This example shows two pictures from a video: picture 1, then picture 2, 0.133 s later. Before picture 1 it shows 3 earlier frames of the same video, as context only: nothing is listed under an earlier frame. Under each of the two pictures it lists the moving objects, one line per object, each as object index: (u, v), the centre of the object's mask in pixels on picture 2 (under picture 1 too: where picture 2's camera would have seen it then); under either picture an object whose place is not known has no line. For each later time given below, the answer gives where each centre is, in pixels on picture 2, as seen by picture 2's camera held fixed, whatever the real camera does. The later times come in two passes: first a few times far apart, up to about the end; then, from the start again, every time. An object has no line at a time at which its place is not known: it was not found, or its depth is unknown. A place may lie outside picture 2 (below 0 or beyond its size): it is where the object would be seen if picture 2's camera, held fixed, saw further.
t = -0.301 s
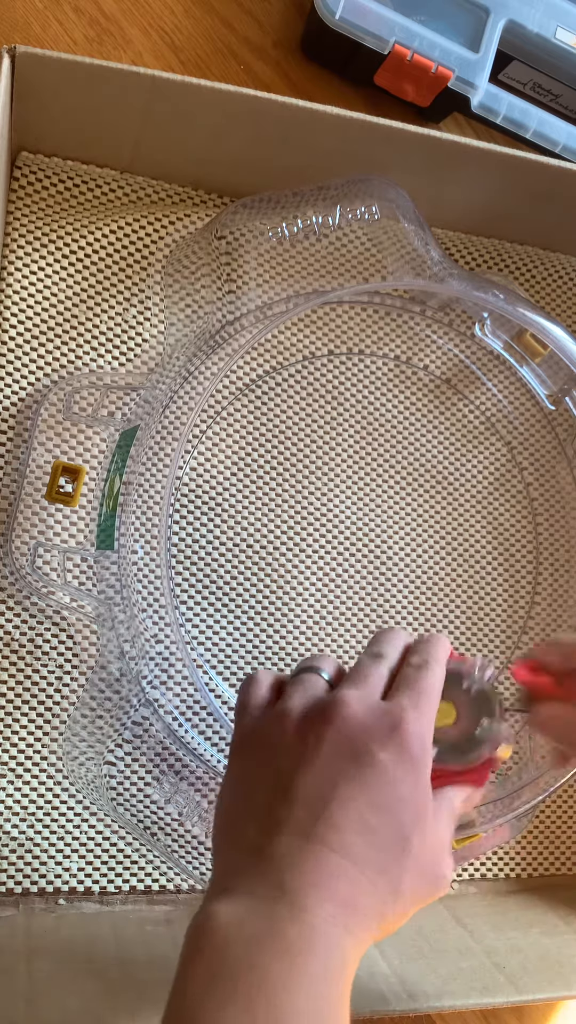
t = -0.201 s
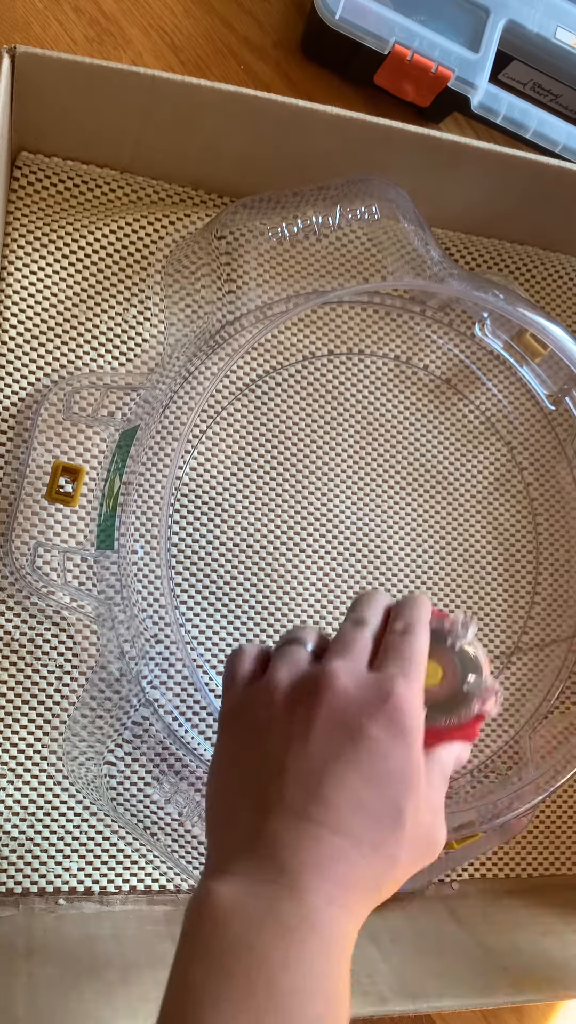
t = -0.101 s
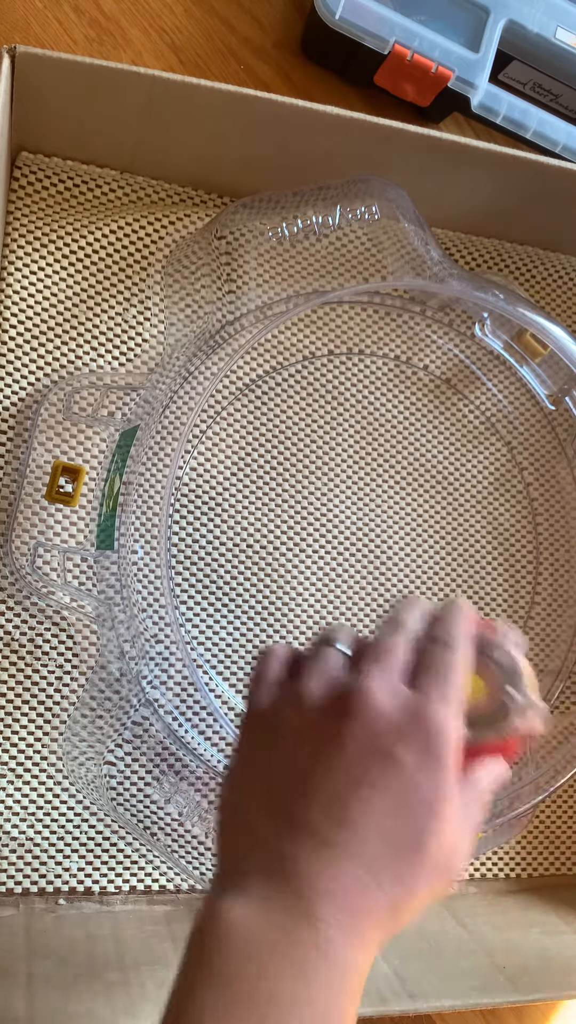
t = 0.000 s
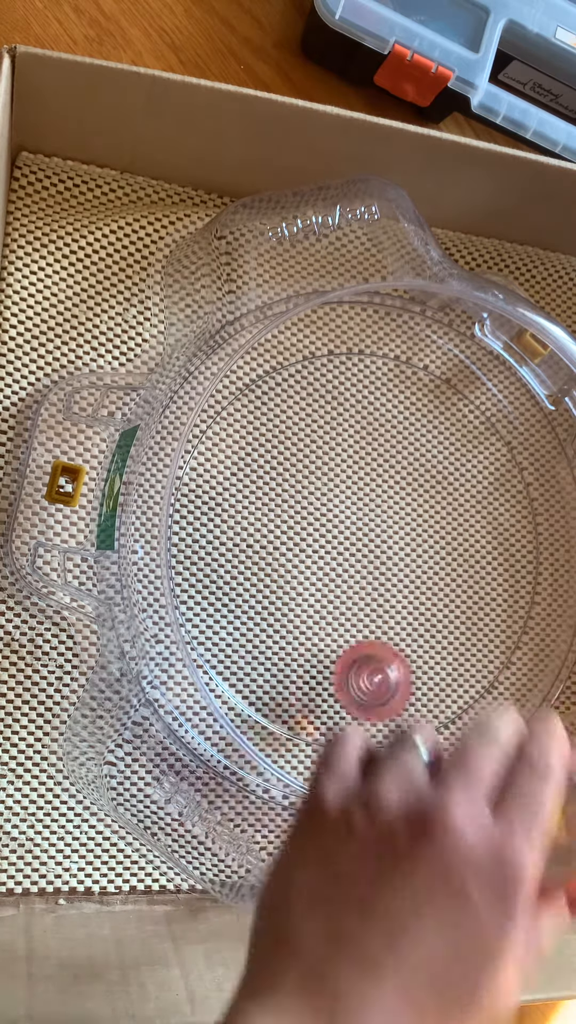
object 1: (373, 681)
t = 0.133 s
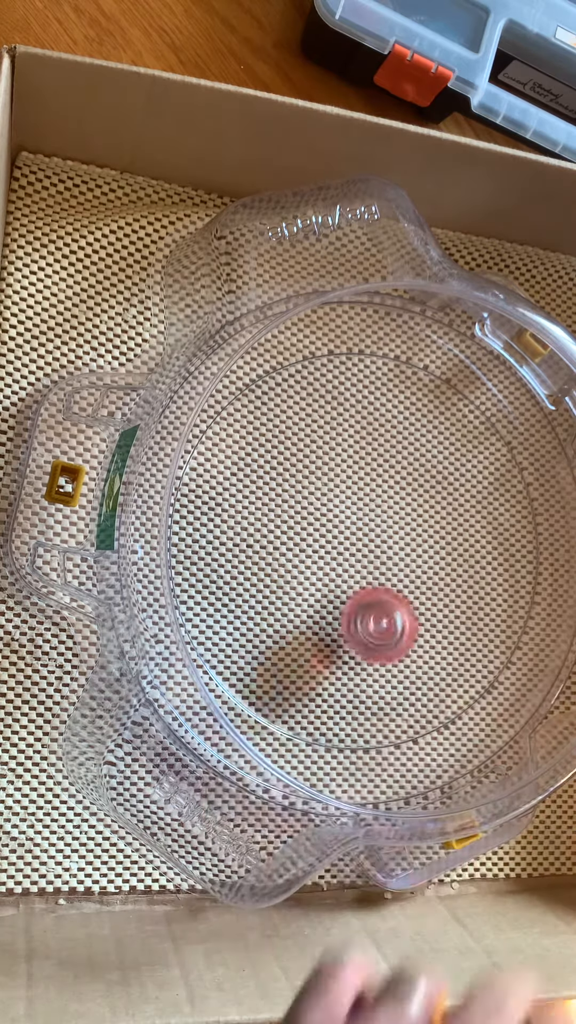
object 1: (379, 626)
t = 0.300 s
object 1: (363, 555)
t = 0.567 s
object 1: (253, 579)
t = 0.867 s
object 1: (397, 723)
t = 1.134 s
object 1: (506, 520)
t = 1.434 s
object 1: (202, 506)
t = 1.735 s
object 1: (485, 684)
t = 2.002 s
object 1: (429, 406)
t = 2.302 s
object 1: (219, 631)
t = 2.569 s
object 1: (502, 665)
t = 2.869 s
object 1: (423, 408)
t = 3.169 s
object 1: (249, 582)
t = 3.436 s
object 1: (406, 671)
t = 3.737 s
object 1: (386, 537)
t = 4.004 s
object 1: (342, 555)
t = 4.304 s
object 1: (358, 589)
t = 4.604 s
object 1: (391, 546)
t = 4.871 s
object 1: (359, 517)
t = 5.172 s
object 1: (343, 540)
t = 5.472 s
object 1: (365, 589)
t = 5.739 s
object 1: (383, 544)
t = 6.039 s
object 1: (378, 544)
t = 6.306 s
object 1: (359, 518)
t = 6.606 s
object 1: (375, 598)
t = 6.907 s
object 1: (366, 528)
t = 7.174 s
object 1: (386, 557)
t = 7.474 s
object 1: (336, 555)
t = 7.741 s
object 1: (387, 545)
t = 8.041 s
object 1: (354, 571)
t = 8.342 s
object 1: (367, 537)
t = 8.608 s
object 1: (382, 573)
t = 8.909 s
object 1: (353, 560)
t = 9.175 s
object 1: (361, 544)
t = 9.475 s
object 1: (359, 543)
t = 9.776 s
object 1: (364, 547)
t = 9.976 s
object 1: (365, 547)
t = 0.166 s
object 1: (378, 609)
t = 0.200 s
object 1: (377, 594)
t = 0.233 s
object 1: (374, 579)
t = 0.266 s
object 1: (370, 566)
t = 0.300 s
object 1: (363, 555)
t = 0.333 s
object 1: (354, 546)
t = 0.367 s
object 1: (343, 539)
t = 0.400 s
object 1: (329, 535)
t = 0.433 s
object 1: (315, 534)
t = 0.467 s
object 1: (299, 536)
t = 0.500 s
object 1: (272, 551)
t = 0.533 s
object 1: (261, 563)
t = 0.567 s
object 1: (253, 579)
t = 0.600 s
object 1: (247, 598)
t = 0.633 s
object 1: (245, 622)
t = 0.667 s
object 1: (249, 649)
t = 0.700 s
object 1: (258, 676)
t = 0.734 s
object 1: (275, 702)
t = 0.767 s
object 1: (299, 715)
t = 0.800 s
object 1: (330, 721)
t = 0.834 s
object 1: (363, 724)
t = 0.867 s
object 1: (397, 723)
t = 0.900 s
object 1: (428, 717)
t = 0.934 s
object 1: (459, 704)
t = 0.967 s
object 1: (483, 685)
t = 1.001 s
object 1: (502, 658)
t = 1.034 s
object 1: (514, 628)
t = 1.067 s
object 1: (519, 593)
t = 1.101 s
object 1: (518, 557)
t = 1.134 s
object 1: (506, 520)
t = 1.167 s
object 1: (487, 483)
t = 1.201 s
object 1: (461, 453)
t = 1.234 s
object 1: (427, 426)
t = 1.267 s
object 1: (387, 403)
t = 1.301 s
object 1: (340, 389)
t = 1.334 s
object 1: (293, 385)
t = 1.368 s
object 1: (253, 407)
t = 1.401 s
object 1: (223, 454)
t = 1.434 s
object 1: (202, 506)
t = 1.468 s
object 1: (202, 566)
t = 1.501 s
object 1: (215, 622)
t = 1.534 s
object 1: (245, 671)
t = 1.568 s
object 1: (285, 706)
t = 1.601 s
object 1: (329, 726)
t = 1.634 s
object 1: (374, 730)
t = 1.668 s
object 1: (416, 720)
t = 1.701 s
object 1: (454, 708)
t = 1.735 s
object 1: (485, 684)
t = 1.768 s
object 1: (501, 647)
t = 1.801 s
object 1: (512, 608)
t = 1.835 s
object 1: (516, 567)
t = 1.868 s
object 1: (511, 529)
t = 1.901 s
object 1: (501, 491)
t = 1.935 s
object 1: (483, 456)
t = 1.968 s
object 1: (459, 428)
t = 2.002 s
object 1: (429, 406)
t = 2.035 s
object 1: (395, 392)
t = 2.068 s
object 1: (355, 386)
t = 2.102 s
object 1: (315, 388)
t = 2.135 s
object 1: (275, 403)
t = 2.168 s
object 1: (237, 430)
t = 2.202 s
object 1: (213, 474)
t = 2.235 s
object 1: (202, 526)
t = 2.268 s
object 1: (204, 582)
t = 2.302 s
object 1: (219, 631)
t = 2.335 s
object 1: (245, 674)
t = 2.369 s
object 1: (282, 705)
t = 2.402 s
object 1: (323, 726)
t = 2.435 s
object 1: (368, 732)
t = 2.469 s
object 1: (408, 728)
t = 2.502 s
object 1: (445, 715)
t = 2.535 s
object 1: (476, 693)
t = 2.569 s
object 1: (502, 665)
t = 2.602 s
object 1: (521, 633)
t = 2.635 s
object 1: (532, 600)
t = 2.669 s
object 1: (534, 565)
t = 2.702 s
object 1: (530, 530)
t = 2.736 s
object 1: (521, 498)
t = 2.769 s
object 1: (504, 466)
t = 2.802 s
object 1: (481, 441)
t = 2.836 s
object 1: (454, 420)
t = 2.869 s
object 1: (423, 408)
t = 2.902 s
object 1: (392, 403)
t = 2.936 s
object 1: (360, 406)
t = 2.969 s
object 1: (330, 416)
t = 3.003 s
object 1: (302, 433)
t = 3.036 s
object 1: (278, 457)
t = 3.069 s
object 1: (260, 485)
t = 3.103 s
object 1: (249, 517)
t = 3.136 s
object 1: (246, 550)
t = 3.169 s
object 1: (249, 582)
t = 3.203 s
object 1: (259, 613)
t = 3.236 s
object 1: (276, 641)
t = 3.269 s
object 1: (296, 663)
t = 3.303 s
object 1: (320, 678)
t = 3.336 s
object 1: (344, 687)
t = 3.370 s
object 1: (367, 688)
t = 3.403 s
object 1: (388, 683)
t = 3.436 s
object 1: (406, 671)
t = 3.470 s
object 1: (420, 656)
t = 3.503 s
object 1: (430, 636)
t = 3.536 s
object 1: (434, 616)
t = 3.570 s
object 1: (434, 597)
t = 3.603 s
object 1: (428, 579)
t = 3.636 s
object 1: (419, 564)
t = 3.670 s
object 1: (407, 552)
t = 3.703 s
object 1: (396, 543)
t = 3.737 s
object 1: (386, 537)
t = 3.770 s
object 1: (378, 534)
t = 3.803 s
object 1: (373, 532)
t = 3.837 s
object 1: (371, 531)
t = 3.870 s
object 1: (370, 533)
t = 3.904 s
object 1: (367, 537)
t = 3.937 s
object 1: (361, 543)
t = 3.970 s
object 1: (353, 550)
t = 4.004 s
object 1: (342, 555)
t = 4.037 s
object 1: (331, 559)
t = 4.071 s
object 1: (323, 559)
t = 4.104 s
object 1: (320, 558)
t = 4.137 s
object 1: (321, 558)
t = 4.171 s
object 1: (325, 561)
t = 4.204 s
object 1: (331, 567)
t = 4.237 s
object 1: (340, 575)
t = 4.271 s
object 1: (350, 582)
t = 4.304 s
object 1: (358, 589)
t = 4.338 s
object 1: (363, 595)
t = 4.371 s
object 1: (365, 597)
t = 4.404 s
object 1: (364, 597)
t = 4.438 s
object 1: (365, 595)
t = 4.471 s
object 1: (368, 587)
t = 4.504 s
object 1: (374, 573)
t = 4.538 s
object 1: (378, 561)
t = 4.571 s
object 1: (384, 552)
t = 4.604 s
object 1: (391, 546)
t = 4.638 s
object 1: (397, 543)
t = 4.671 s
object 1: (399, 544)
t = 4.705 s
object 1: (398, 543)
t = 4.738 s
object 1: (391, 541)
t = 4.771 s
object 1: (381, 538)
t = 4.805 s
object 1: (373, 531)
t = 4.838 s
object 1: (365, 523)
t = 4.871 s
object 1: (359, 517)
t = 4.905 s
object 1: (357, 511)
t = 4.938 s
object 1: (357, 510)
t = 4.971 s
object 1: (359, 510)
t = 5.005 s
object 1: (365, 517)
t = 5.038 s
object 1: (367, 524)
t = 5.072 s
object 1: (365, 531)
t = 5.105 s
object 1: (360, 538)
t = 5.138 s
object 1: (352, 541)
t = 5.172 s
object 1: (343, 540)
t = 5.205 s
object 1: (340, 536)
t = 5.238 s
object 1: (340, 534)
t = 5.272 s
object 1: (343, 536)
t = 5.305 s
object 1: (350, 542)
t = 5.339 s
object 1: (358, 551)
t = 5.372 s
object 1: (364, 561)
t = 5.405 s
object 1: (367, 572)
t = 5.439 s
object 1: (367, 582)
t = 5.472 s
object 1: (365, 589)
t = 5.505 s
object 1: (362, 592)
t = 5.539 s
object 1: (362, 591)
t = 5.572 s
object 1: (361, 588)
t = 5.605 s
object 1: (365, 581)
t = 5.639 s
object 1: (369, 573)
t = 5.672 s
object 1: (373, 562)
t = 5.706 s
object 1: (378, 552)
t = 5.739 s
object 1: (383, 544)
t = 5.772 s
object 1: (389, 536)
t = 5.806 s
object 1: (395, 532)
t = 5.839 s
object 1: (402, 530)
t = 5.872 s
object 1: (407, 534)
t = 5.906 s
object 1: (409, 538)
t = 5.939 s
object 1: (405, 542)
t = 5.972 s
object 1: (399, 546)
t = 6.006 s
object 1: (389, 546)
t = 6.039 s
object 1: (378, 544)
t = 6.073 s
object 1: (368, 538)
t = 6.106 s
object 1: (359, 534)
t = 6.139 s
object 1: (354, 527)
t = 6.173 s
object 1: (349, 520)
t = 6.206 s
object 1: (349, 515)
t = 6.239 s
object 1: (350, 514)
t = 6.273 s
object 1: (354, 514)
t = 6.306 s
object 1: (359, 518)
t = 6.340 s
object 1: (366, 524)
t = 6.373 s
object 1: (372, 533)
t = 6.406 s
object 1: (378, 543)
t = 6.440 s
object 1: (382, 555)
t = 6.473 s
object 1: (385, 567)
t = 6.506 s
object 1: (384, 579)
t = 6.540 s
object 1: (383, 589)
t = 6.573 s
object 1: (379, 596)
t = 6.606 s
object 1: (375, 598)
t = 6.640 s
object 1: (369, 599)
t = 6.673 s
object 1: (365, 594)
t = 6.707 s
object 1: (360, 588)
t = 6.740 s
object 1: (356, 578)
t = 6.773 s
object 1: (355, 567)
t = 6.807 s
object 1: (355, 556)
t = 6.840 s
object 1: (357, 545)
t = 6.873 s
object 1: (360, 536)
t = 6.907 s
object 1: (366, 528)
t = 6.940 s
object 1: (373, 524)
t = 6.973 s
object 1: (379, 521)
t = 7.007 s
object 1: (386, 524)
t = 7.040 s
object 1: (389, 527)
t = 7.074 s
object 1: (391, 533)
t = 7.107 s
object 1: (391, 542)
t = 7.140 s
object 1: (388, 549)
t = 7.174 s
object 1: (386, 557)
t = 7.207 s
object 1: (379, 563)
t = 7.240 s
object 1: (373, 567)
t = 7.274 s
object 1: (367, 572)
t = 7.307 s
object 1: (359, 574)
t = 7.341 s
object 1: (353, 574)
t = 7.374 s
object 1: (345, 573)
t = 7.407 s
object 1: (340, 568)
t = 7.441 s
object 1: (337, 562)
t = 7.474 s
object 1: (336, 555)
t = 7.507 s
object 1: (338, 547)
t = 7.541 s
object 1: (344, 542)
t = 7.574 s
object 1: (351, 537)
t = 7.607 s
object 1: (357, 534)
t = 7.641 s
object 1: (366, 534)
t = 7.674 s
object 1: (373, 536)
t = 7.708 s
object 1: (380, 539)
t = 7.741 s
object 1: (387, 545)
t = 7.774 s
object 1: (390, 552)
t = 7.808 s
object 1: (392, 559)
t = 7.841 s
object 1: (393, 566)
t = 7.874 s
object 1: (388, 574)
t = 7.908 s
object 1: (383, 577)
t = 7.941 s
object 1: (376, 579)
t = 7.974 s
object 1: (368, 580)
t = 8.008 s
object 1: (360, 577)
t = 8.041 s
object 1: (354, 571)
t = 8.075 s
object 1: (349, 565)
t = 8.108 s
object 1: (346, 559)
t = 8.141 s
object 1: (345, 551)
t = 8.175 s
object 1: (346, 545)
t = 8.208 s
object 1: (349, 541)
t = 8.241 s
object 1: (353, 538)
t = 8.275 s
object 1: (356, 536)
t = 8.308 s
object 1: (361, 536)
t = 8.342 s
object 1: (367, 537)
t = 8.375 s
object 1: (371, 541)
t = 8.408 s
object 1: (376, 543)
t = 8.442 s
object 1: (380, 548)
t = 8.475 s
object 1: (384, 553)
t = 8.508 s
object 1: (385, 561)
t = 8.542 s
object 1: (384, 567)
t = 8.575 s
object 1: (383, 570)
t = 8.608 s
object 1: (382, 573)
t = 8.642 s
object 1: (379, 576)
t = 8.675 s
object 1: (374, 578)
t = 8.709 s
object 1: (369, 578)
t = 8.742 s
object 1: (365, 576)
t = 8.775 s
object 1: (361, 573)
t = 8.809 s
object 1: (359, 571)
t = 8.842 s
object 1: (356, 567)
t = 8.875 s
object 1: (354, 563)
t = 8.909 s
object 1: (353, 560)
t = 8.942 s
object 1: (352, 557)
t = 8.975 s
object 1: (353, 553)
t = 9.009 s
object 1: (354, 551)
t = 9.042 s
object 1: (356, 549)
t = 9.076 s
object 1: (357, 547)
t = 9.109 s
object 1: (358, 546)
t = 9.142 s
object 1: (359, 544)
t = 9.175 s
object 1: (361, 544)
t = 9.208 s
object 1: (361, 544)
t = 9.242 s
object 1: (361, 544)
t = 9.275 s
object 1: (360, 544)
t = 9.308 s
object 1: (360, 544)
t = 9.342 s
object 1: (360, 545)
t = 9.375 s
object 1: (359, 544)
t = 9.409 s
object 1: (359, 544)
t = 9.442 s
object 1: (358, 543)
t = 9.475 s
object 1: (359, 543)
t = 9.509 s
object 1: (359, 543)
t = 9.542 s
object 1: (359, 544)
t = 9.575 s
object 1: (361, 544)
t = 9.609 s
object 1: (362, 545)
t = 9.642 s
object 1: (363, 545)
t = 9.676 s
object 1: (364, 546)
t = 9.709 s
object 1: (364, 547)
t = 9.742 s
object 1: (364, 547)
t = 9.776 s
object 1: (364, 547)
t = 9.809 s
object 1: (364, 547)
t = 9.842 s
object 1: (365, 547)
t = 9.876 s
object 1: (365, 547)
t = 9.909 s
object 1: (365, 547)
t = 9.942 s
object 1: (365, 547)
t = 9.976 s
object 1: (365, 547)
